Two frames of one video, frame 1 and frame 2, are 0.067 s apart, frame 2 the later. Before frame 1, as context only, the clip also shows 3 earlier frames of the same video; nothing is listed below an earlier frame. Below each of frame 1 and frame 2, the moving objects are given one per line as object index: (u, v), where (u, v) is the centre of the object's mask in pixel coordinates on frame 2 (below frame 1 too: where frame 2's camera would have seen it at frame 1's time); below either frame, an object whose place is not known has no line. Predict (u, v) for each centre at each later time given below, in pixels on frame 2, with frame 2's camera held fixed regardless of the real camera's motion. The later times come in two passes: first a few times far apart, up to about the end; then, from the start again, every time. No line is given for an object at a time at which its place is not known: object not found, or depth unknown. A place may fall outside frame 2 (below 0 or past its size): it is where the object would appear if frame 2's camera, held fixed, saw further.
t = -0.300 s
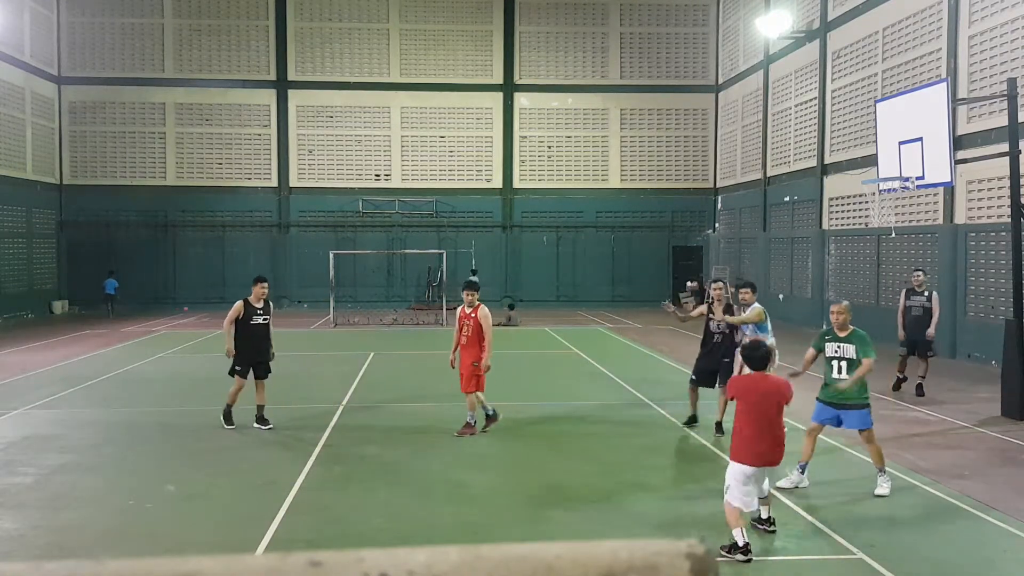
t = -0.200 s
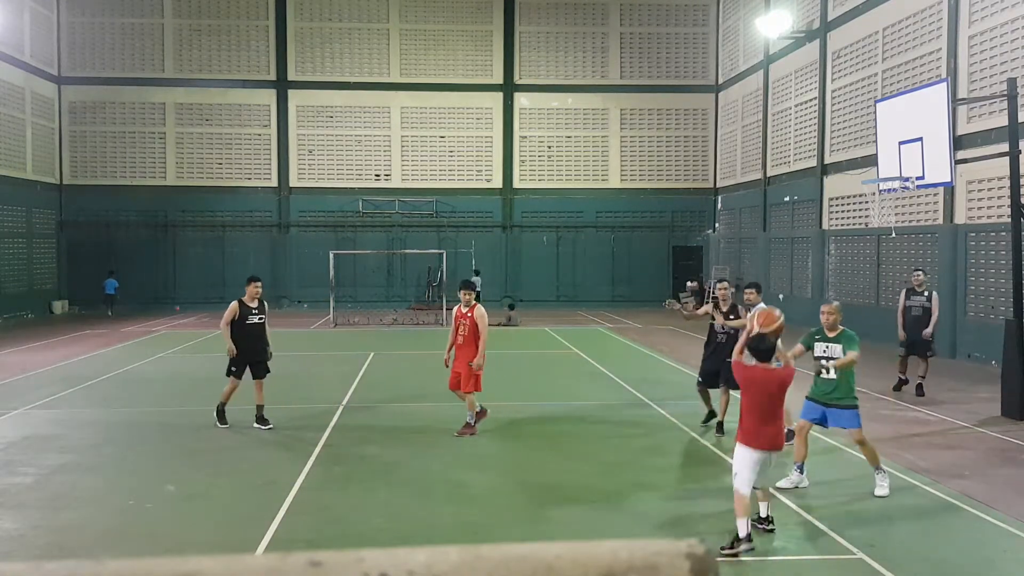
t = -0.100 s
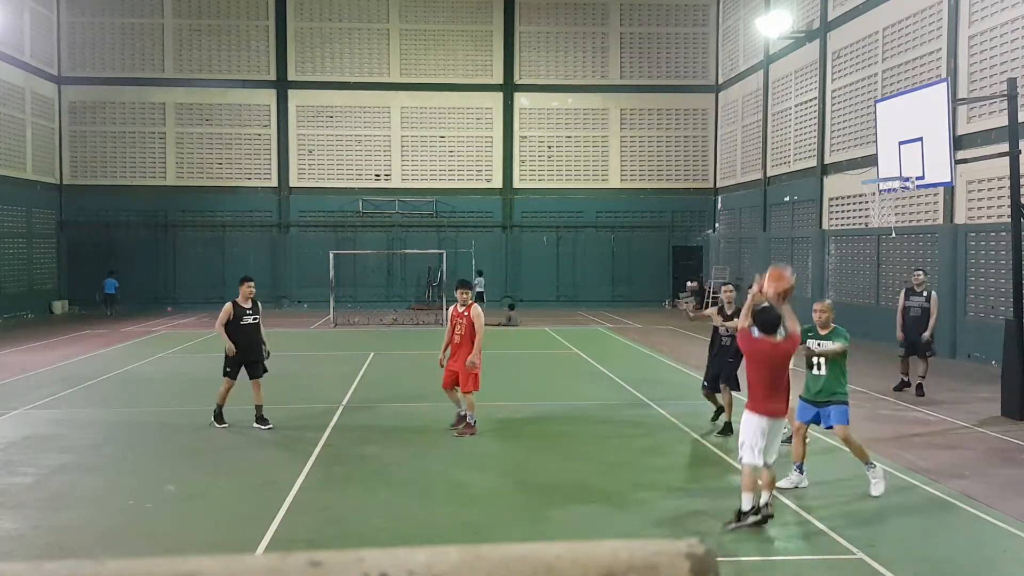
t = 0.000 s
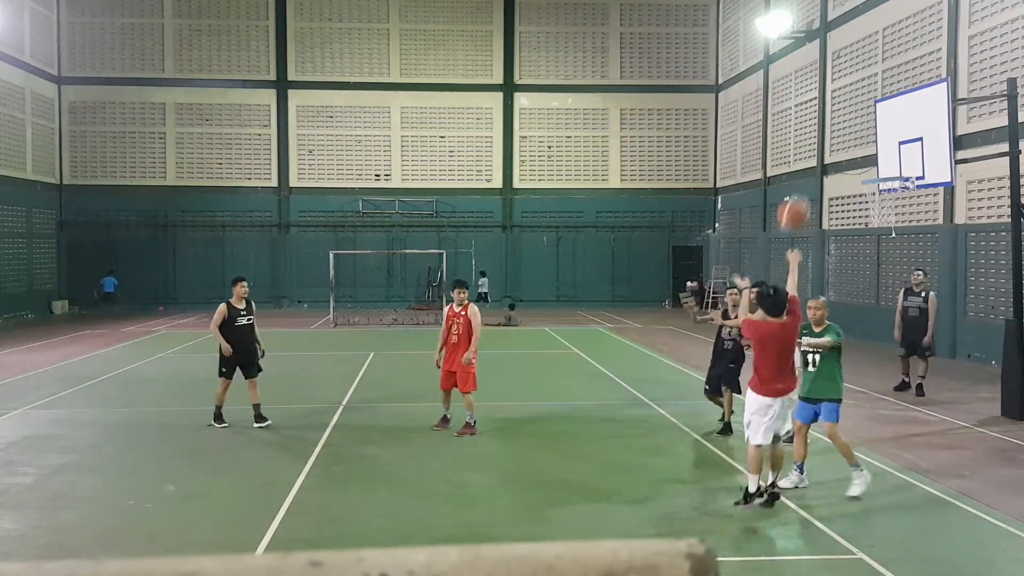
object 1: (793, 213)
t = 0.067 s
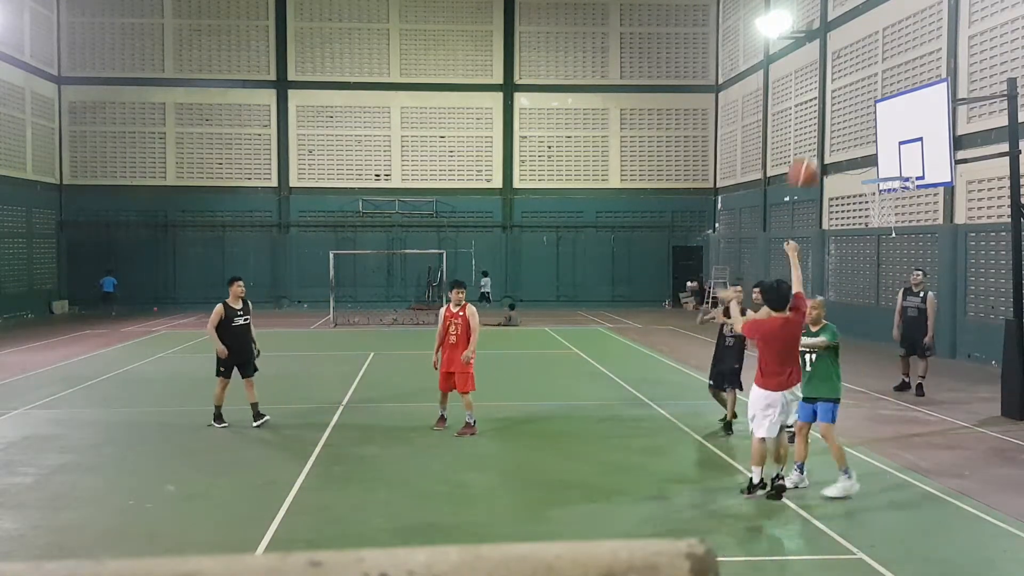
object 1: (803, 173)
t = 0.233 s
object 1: (824, 104)
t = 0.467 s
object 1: (849, 69)
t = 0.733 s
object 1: (867, 97)
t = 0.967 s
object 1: (881, 162)
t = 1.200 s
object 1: (887, 139)
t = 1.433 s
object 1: (895, 138)
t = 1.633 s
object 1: (902, 182)
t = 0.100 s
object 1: (808, 155)
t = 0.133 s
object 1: (814, 139)
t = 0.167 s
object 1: (817, 125)
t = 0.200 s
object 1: (821, 114)
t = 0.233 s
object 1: (824, 104)
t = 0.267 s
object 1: (828, 95)
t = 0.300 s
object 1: (831, 87)
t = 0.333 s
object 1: (835, 81)
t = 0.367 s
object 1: (839, 77)
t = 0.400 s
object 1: (842, 73)
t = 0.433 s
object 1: (845, 70)
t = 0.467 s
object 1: (849, 69)
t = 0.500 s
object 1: (850, 69)
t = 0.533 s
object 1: (853, 70)
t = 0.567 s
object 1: (856, 72)
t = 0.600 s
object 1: (858, 75)
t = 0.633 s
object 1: (860, 79)
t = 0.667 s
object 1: (863, 85)
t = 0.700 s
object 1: (865, 90)
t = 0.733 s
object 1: (867, 97)
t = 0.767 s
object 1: (869, 104)
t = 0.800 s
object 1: (871, 113)
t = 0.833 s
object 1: (873, 121)
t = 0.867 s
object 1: (875, 131)
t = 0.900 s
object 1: (878, 140)
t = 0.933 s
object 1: (879, 152)
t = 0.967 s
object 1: (881, 162)
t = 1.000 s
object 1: (882, 171)
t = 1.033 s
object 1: (883, 165)
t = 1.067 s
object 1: (884, 158)
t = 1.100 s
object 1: (884, 153)
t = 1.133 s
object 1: (886, 147)
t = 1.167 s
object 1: (887, 142)
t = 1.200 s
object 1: (887, 139)
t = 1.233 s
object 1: (889, 136)
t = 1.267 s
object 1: (889, 134)
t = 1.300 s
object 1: (891, 133)
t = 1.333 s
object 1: (892, 132)
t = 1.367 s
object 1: (893, 133)
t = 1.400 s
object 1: (894, 135)
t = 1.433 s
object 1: (895, 138)
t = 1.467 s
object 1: (896, 142)
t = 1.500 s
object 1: (897, 147)
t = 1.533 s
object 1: (898, 153)
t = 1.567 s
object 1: (899, 162)
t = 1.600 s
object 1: (900, 170)
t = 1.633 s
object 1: (902, 182)
